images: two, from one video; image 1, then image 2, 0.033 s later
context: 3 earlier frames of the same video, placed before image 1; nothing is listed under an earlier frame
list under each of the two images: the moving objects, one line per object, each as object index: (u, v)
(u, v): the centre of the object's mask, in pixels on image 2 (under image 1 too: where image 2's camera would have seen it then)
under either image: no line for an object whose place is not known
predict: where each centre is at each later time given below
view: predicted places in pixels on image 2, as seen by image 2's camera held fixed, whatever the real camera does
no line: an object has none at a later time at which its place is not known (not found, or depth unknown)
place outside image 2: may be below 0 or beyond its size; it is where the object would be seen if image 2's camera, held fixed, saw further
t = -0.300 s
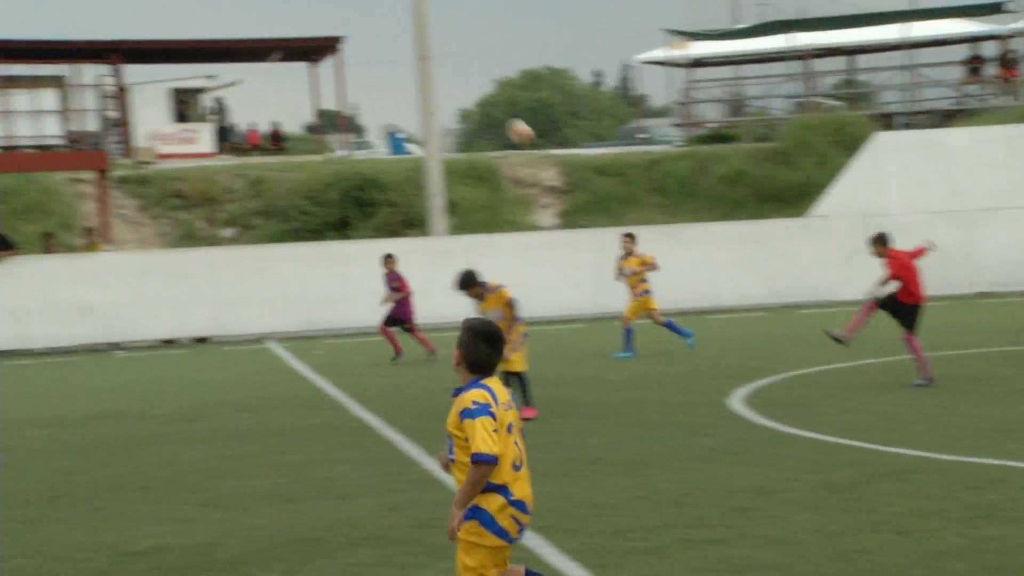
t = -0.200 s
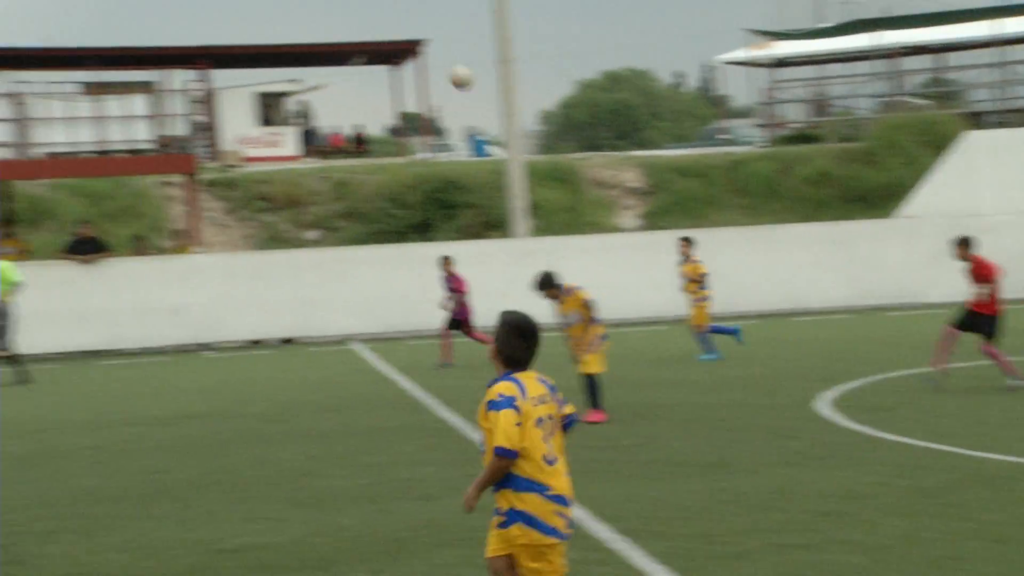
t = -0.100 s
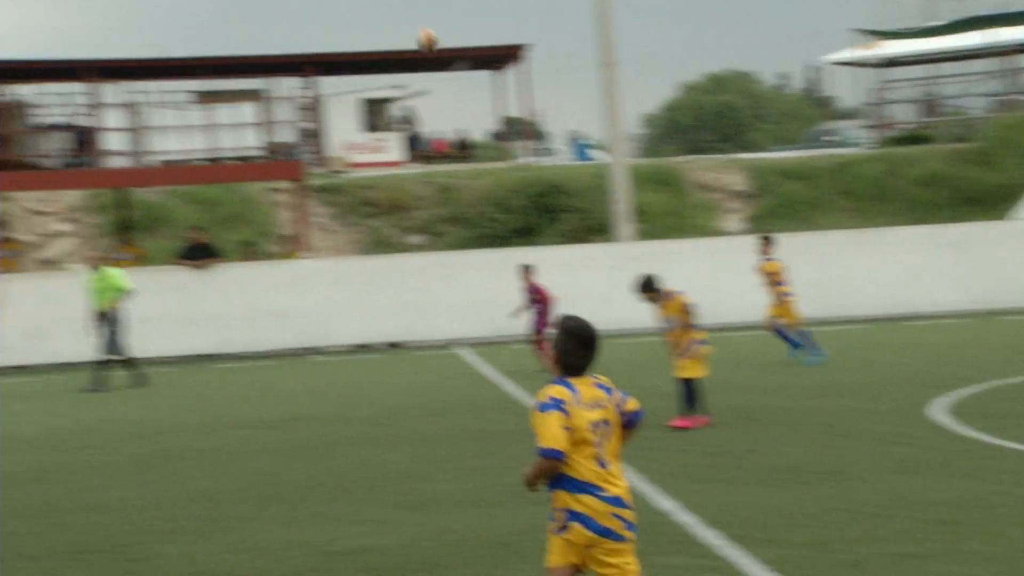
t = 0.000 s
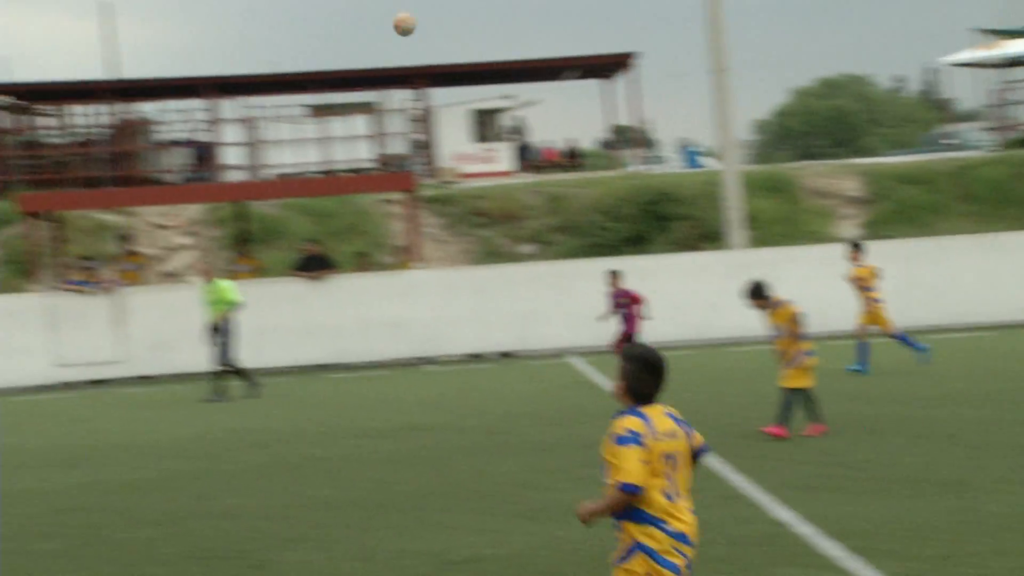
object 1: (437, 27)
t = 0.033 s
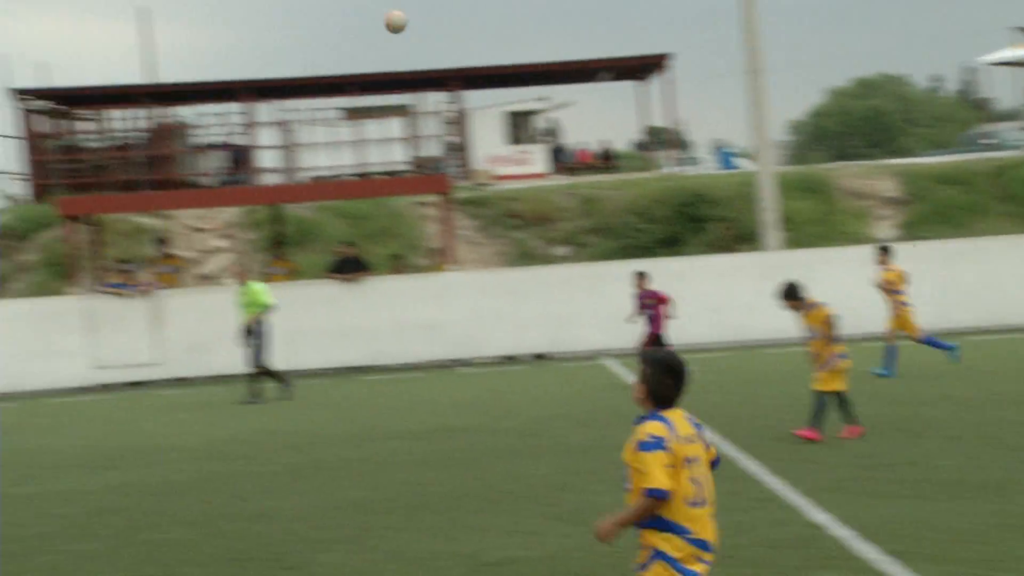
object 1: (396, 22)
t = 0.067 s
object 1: (354, 18)
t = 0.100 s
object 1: (313, 15)
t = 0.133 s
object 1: (273, 15)
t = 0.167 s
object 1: (232, 15)
